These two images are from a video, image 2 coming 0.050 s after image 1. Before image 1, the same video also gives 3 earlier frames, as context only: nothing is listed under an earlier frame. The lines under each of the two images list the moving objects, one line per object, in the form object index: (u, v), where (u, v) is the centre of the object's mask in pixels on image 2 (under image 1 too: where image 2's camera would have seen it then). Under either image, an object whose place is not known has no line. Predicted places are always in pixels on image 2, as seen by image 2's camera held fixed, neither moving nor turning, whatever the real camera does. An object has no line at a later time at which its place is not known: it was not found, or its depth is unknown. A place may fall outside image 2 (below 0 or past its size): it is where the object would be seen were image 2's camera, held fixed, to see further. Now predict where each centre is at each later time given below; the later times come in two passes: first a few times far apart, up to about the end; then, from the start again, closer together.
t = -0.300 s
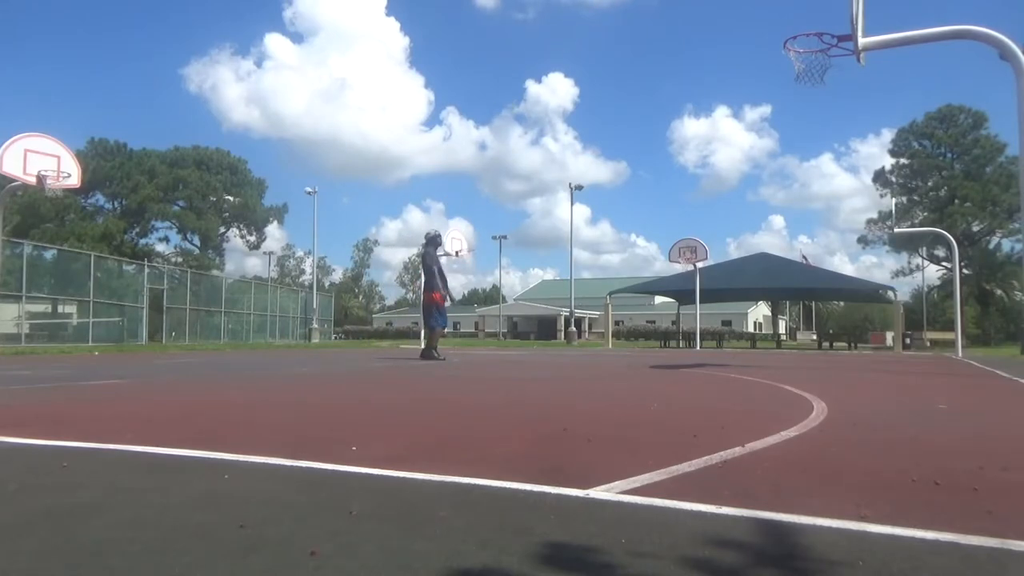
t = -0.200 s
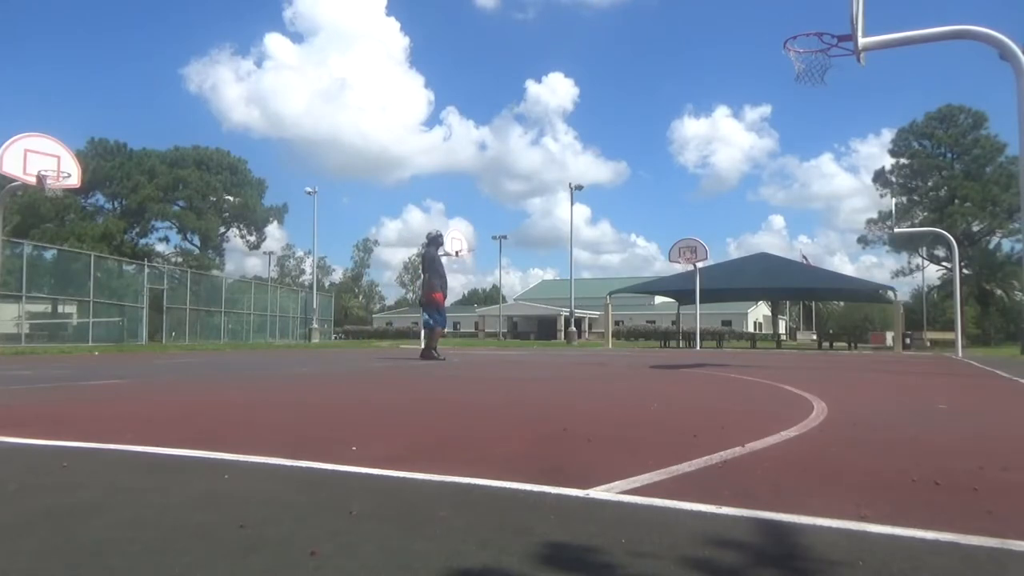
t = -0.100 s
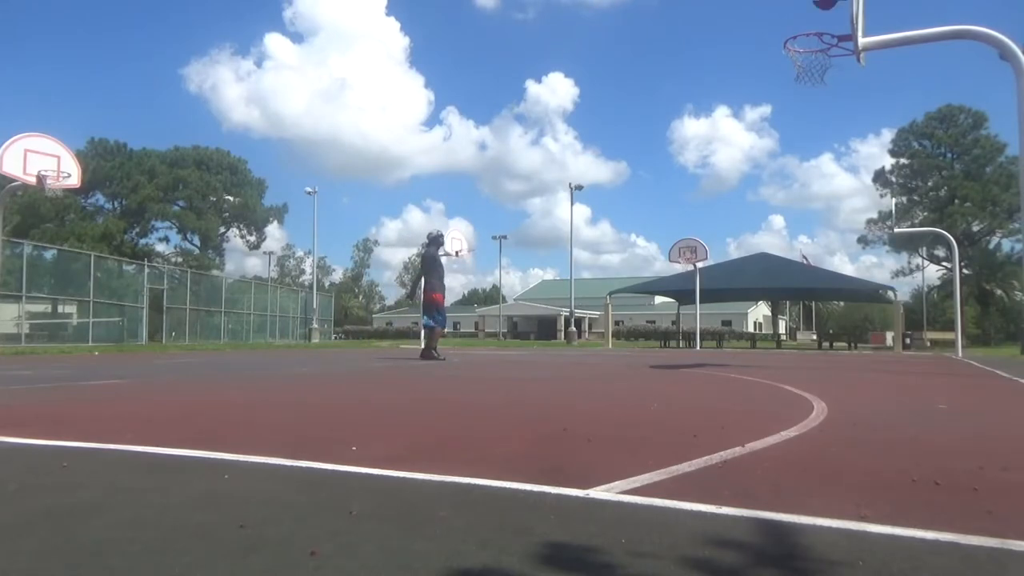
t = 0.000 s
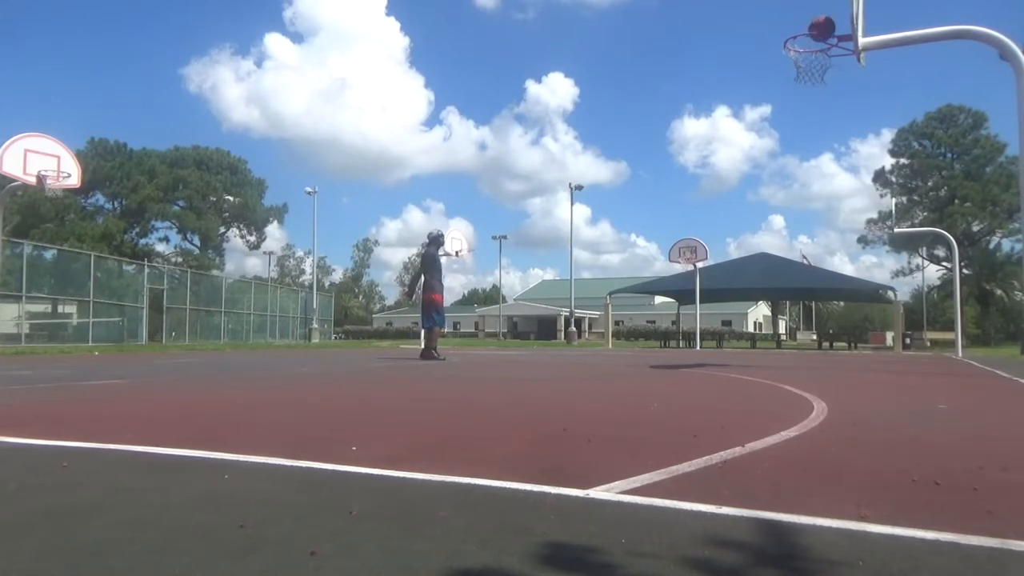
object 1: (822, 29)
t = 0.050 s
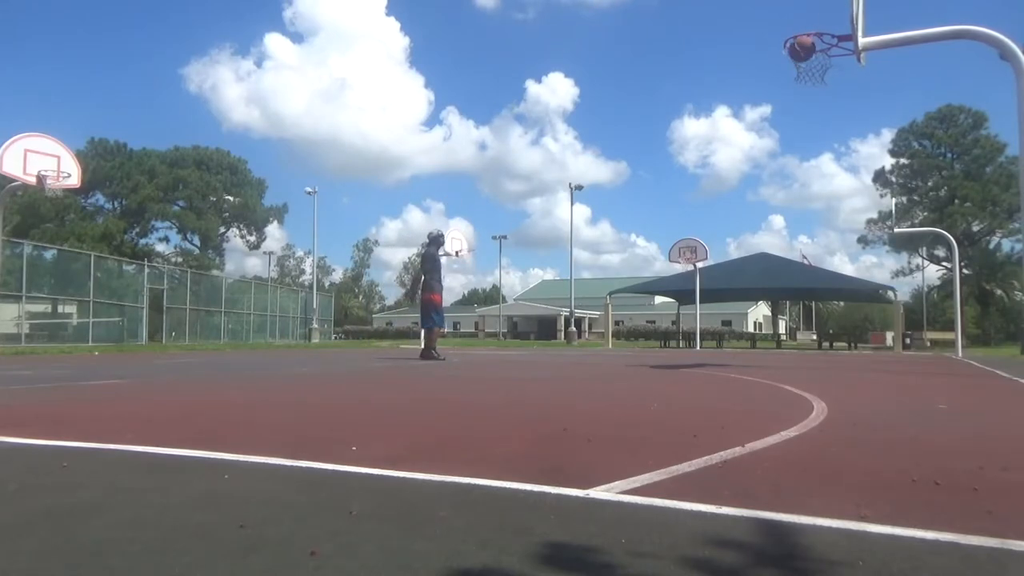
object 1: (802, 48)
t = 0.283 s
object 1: (797, 76)
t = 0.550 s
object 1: (817, 157)
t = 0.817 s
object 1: (841, 312)
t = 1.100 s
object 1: (860, 270)
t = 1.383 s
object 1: (882, 210)
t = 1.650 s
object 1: (907, 226)
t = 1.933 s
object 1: (935, 329)
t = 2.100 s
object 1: (950, 325)
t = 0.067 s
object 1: (795, 55)
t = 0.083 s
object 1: (791, 59)
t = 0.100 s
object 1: (791, 59)
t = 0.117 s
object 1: (790, 59)
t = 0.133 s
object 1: (790, 60)
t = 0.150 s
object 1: (790, 61)
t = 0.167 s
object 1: (790, 61)
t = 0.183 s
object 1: (791, 62)
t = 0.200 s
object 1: (791, 64)
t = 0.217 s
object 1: (793, 66)
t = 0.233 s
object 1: (794, 69)
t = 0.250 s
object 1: (795, 70)
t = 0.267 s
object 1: (796, 73)
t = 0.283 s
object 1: (797, 76)
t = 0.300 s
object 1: (798, 79)
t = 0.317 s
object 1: (799, 82)
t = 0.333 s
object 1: (800, 85)
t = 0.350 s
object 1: (802, 90)
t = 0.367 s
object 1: (803, 93)
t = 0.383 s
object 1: (804, 98)
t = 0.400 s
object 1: (805, 102)
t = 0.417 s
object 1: (807, 107)
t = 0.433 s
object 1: (808, 112)
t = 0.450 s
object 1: (809, 118)
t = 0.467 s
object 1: (810, 124)
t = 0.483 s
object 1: (812, 130)
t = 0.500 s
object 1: (813, 136)
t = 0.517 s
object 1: (814, 143)
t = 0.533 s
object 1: (816, 150)
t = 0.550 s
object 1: (817, 157)
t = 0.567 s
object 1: (819, 164)
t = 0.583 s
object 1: (820, 172)
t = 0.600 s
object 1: (821, 180)
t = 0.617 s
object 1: (823, 188)
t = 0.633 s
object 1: (824, 197)
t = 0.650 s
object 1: (825, 206)
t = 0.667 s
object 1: (827, 216)
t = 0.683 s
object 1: (828, 225)
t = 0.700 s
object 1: (830, 235)
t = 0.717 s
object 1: (831, 245)
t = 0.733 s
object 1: (832, 255)
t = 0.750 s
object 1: (834, 266)
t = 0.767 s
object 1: (835, 276)
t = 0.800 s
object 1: (840, 300)
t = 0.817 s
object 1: (841, 312)
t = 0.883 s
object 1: (844, 351)
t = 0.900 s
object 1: (846, 361)
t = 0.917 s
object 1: (847, 354)
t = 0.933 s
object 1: (848, 345)
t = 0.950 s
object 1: (851, 337)
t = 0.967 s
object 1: (853, 329)
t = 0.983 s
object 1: (853, 324)
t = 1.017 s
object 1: (855, 304)
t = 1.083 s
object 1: (859, 278)
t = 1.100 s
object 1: (860, 270)
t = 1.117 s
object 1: (862, 264)
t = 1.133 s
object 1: (863, 259)
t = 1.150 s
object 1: (864, 253)
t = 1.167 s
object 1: (865, 249)
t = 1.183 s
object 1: (867, 243)
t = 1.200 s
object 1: (867, 239)
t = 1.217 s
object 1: (869, 235)
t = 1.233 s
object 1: (870, 231)
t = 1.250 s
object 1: (872, 228)
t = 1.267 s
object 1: (873, 225)
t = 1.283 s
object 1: (874, 221)
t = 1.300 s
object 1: (875, 219)
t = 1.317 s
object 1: (877, 217)
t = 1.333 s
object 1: (878, 214)
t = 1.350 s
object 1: (879, 213)
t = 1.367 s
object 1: (881, 211)
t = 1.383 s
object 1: (882, 210)
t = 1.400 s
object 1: (884, 209)
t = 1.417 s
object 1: (886, 208)
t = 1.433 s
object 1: (887, 208)
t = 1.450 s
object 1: (888, 208)
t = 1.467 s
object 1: (890, 208)
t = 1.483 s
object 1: (891, 209)
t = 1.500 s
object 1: (892, 209)
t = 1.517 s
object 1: (893, 210)
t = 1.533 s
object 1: (894, 211)
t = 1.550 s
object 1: (897, 212)
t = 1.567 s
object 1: (898, 214)
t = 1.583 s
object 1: (901, 216)
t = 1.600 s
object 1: (902, 218)
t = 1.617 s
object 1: (904, 222)
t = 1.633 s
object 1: (906, 224)
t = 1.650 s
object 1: (907, 226)
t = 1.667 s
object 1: (908, 229)
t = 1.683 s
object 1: (911, 231)
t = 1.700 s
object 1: (912, 238)
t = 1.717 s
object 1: (914, 243)
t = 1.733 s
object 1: (915, 248)
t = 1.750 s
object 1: (917, 254)
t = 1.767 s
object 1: (918, 259)
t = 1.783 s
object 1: (920, 264)
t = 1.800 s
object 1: (921, 270)
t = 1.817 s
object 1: (922, 277)
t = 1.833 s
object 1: (925, 283)
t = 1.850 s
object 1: (927, 290)
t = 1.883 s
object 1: (932, 304)
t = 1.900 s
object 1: (933, 312)
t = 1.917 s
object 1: (934, 321)
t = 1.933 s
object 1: (935, 329)
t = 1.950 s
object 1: (936, 338)
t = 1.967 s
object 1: (938, 348)
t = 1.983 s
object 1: (940, 357)
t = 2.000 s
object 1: (941, 363)
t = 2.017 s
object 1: (942, 357)
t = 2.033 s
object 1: (943, 350)
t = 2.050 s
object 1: (945, 343)
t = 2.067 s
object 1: (946, 337)
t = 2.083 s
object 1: (948, 331)
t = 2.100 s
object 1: (950, 325)
